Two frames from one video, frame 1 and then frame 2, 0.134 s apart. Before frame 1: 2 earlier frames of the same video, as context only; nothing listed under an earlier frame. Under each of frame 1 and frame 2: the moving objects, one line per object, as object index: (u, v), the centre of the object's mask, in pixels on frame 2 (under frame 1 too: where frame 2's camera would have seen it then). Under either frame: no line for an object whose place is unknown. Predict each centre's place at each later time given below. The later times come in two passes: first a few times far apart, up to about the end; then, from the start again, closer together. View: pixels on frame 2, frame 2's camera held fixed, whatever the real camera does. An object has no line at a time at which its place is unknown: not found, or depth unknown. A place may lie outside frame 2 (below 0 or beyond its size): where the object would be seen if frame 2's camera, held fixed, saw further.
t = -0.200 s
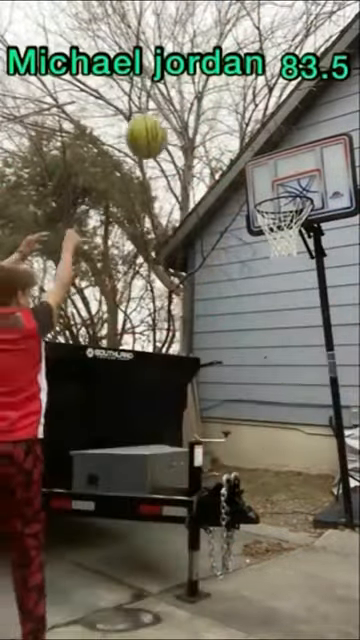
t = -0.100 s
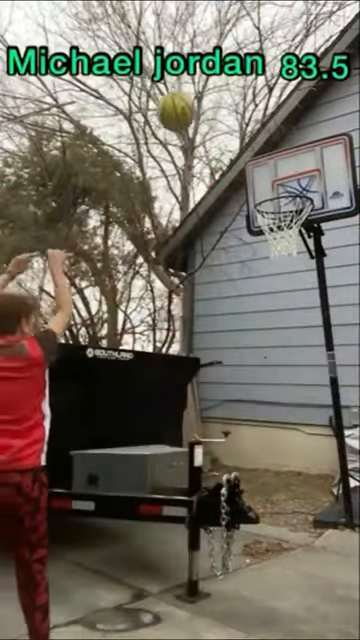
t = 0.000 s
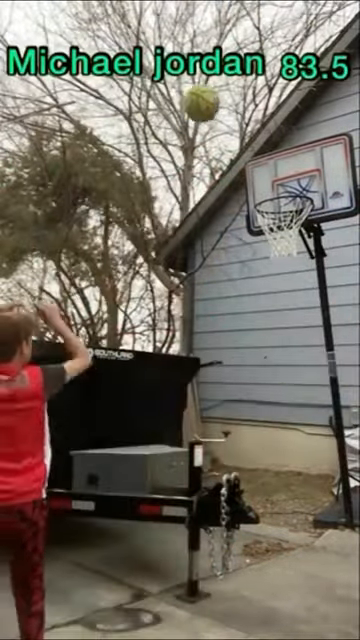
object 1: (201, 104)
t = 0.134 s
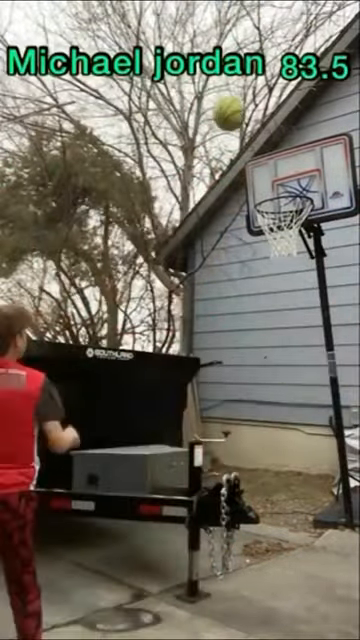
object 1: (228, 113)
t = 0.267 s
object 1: (254, 143)
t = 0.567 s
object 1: (285, 213)
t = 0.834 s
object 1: (281, 269)
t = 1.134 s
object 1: (273, 421)
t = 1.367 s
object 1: (270, 489)
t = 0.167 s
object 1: (236, 118)
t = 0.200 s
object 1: (241, 126)
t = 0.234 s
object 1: (248, 133)
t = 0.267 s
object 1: (254, 143)
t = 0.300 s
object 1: (258, 152)
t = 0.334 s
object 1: (263, 163)
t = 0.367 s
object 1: (268, 175)
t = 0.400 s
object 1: (272, 186)
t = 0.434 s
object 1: (274, 189)
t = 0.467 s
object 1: (278, 194)
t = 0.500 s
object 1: (282, 200)
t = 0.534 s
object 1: (284, 207)
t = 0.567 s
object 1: (285, 213)
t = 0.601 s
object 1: (286, 219)
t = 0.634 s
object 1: (286, 225)
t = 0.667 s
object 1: (285, 231)
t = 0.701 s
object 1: (284, 238)
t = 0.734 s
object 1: (284, 243)
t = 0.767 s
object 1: (282, 251)
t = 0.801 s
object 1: (282, 261)
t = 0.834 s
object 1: (281, 269)
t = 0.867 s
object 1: (280, 280)
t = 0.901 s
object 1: (279, 293)
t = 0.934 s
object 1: (278, 306)
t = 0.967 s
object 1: (277, 322)
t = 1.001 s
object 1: (276, 338)
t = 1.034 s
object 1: (276, 356)
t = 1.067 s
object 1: (275, 376)
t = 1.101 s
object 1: (274, 397)
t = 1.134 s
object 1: (273, 421)
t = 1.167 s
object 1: (273, 446)
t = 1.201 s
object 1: (272, 472)
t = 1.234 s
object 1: (272, 501)
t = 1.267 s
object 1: (271, 532)
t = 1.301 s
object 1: (270, 538)
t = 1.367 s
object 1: (270, 489)
